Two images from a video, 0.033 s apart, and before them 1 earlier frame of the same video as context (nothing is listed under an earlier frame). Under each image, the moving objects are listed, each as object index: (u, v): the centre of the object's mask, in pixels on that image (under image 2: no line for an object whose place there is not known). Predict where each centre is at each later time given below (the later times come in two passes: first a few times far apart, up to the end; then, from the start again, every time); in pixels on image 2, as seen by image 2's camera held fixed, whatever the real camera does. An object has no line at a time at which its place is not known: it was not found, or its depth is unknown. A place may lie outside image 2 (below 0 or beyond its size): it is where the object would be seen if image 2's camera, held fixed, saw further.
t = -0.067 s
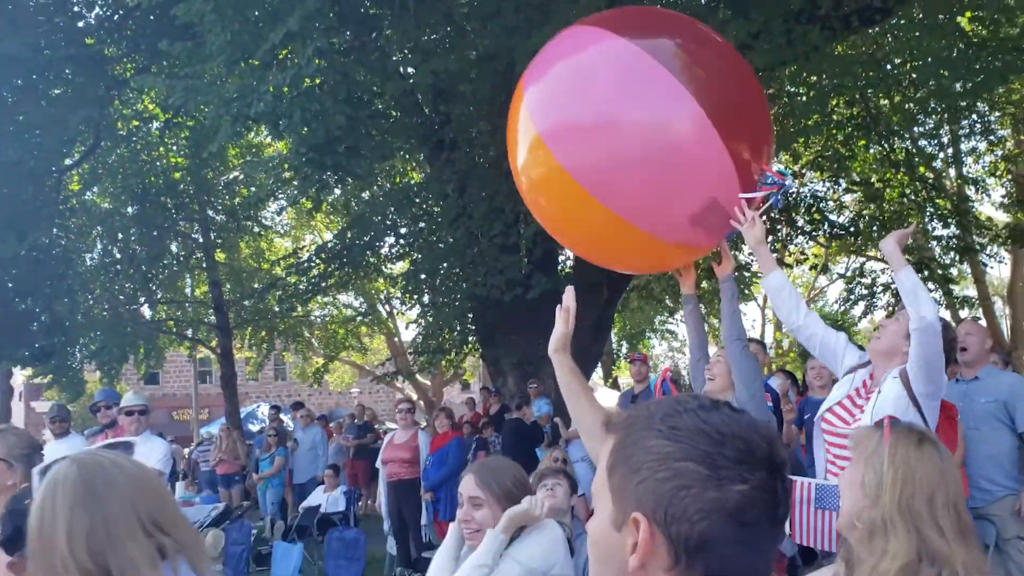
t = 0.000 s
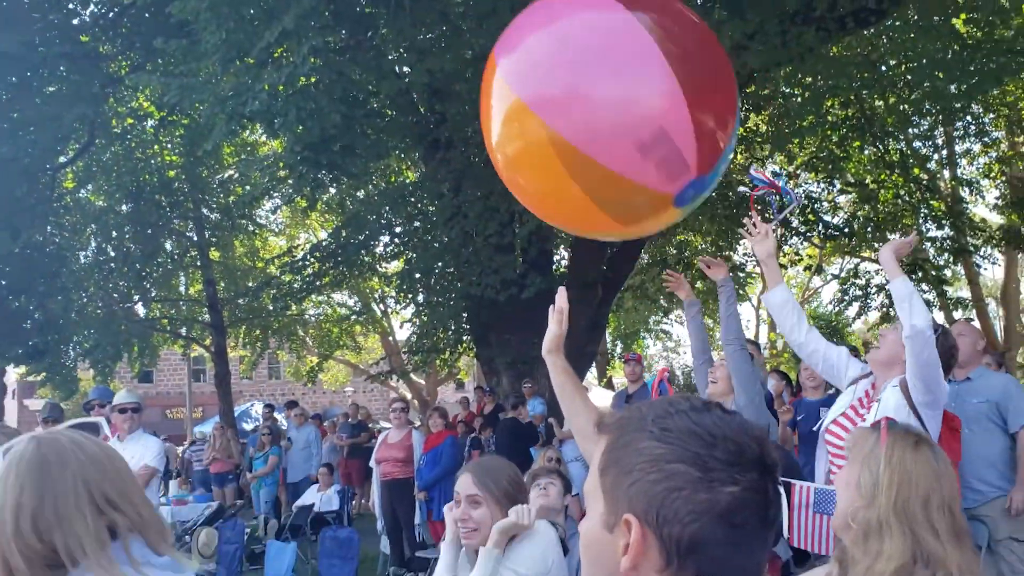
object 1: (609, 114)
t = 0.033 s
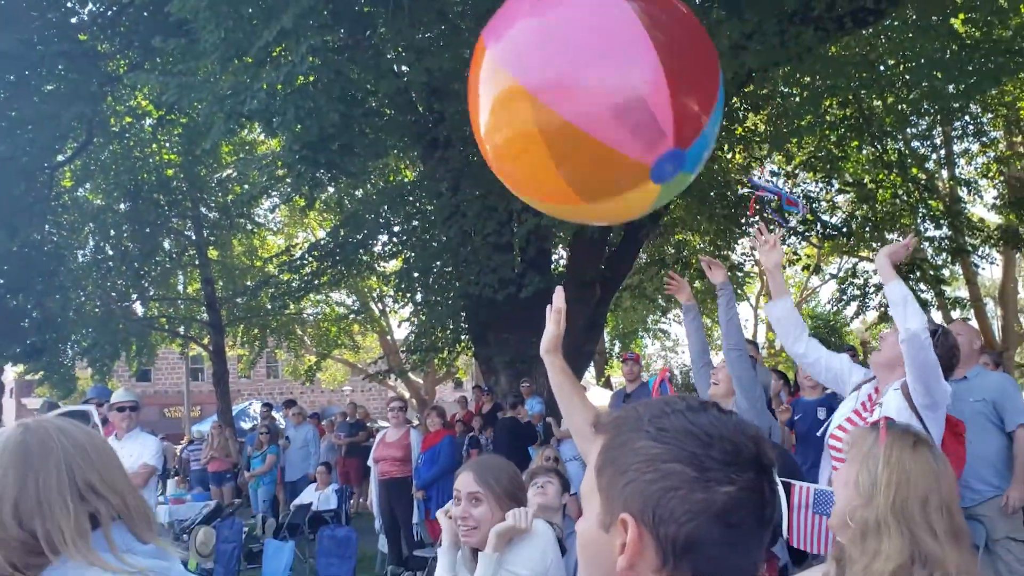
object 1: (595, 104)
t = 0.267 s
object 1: (519, 69)
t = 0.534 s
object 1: (442, 62)
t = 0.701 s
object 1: (397, 67)
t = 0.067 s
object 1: (584, 96)
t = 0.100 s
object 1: (572, 89)
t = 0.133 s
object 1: (561, 83)
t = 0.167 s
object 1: (550, 78)
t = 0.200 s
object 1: (539, 74)
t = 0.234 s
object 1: (528, 71)
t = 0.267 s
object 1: (519, 69)
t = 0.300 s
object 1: (509, 68)
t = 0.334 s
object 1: (499, 67)
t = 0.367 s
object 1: (489, 66)
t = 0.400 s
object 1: (480, 66)
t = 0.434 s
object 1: (471, 65)
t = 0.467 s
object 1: (461, 65)
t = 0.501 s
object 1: (452, 64)
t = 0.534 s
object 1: (442, 62)
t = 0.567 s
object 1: (433, 62)
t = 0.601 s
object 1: (424, 63)
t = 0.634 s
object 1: (415, 63)
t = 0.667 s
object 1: (406, 64)
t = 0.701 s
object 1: (397, 67)
